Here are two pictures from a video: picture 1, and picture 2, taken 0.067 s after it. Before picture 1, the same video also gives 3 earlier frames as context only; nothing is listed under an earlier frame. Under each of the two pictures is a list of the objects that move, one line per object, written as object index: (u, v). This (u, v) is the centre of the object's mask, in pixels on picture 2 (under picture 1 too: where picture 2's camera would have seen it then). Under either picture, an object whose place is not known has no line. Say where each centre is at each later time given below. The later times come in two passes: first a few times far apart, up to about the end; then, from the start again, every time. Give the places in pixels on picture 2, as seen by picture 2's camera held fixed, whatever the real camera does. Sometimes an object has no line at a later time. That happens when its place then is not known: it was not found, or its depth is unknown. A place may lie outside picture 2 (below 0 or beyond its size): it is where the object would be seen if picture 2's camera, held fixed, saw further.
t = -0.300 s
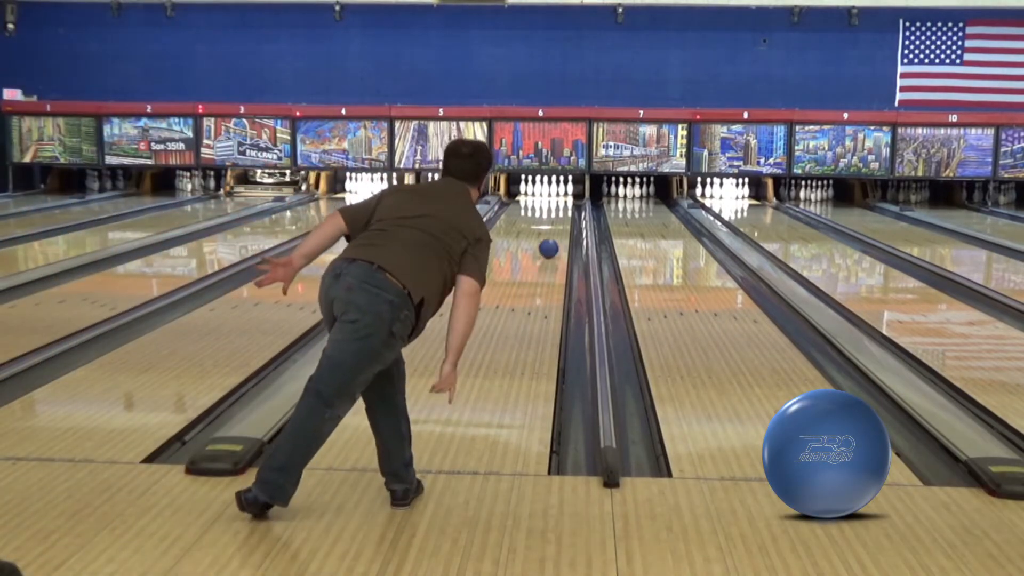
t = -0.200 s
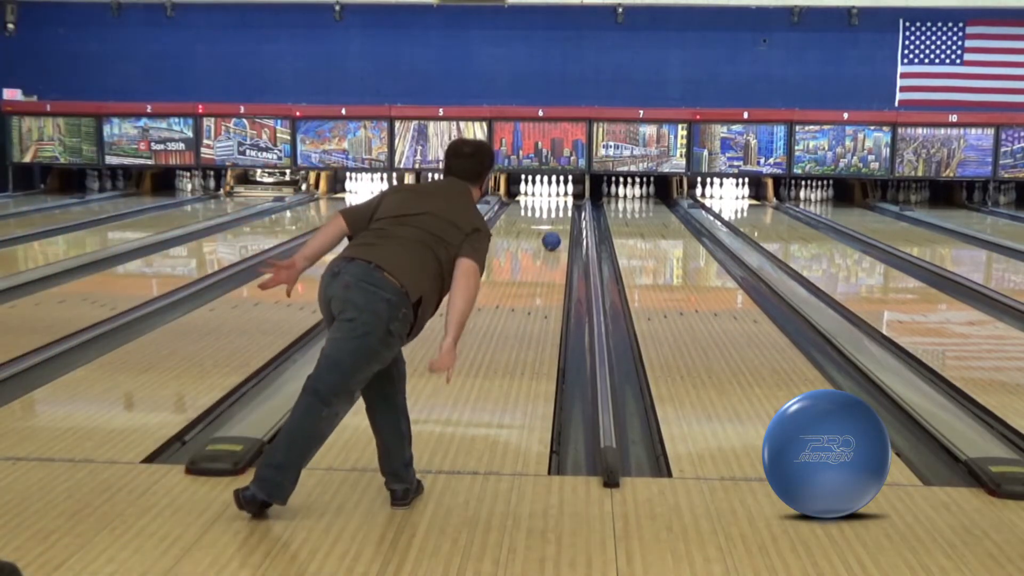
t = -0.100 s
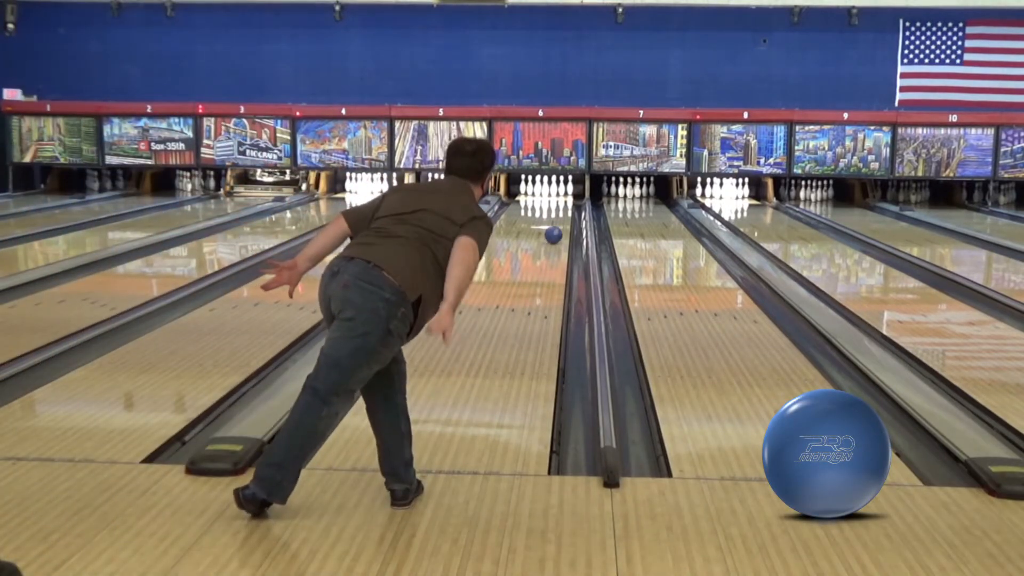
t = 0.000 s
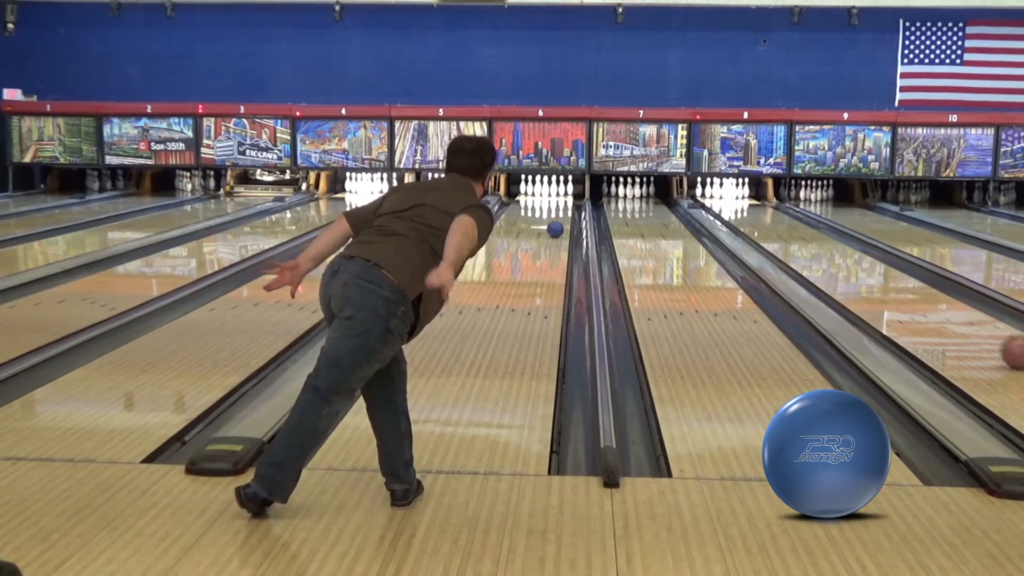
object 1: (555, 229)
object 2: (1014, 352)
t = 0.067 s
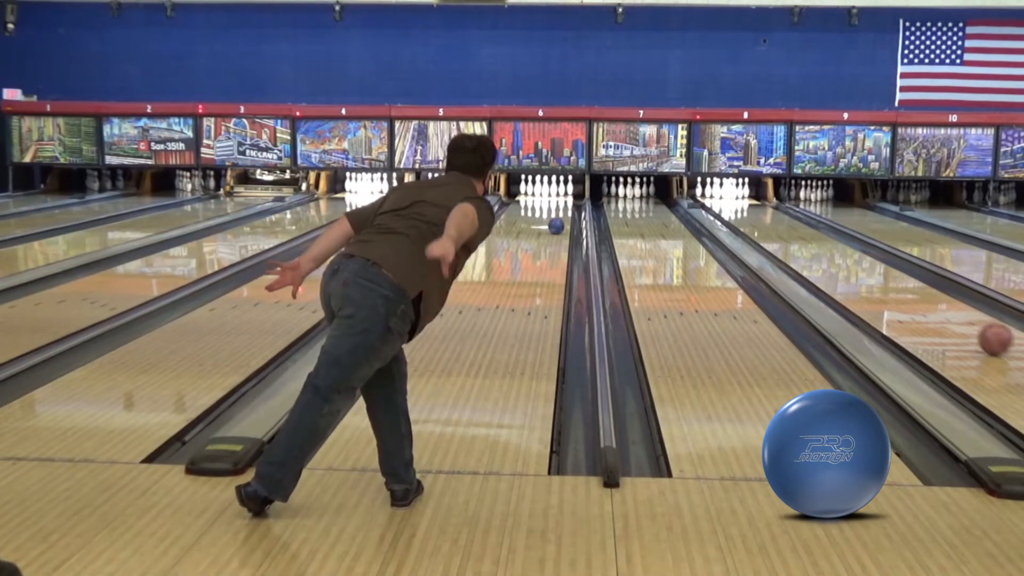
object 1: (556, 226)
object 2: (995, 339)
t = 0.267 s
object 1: (558, 217)
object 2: (937, 309)
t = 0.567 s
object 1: (557, 207)
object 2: (876, 276)
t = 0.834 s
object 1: (553, 199)
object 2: (838, 254)
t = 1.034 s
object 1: (548, 195)
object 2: (815, 242)
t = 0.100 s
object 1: (557, 225)
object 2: (984, 333)
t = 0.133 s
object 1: (557, 223)
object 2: (974, 328)
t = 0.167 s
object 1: (557, 221)
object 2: (964, 323)
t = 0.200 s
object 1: (558, 220)
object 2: (954, 318)
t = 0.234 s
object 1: (558, 218)
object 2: (945, 313)
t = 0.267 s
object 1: (558, 217)
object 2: (937, 309)
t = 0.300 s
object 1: (558, 216)
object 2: (929, 304)
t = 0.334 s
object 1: (558, 214)
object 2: (922, 300)
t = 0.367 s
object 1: (558, 213)
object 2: (914, 296)
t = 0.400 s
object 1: (558, 212)
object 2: (907, 292)
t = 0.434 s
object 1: (558, 211)
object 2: (900, 288)
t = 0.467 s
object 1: (558, 209)
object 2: (894, 285)
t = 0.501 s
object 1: (558, 208)
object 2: (888, 282)
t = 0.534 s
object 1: (557, 208)
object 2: (882, 279)
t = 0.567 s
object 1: (557, 207)
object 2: (876, 276)
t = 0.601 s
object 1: (557, 206)
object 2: (871, 272)
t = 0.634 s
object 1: (556, 205)
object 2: (865, 269)
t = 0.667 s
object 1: (556, 203)
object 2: (860, 267)
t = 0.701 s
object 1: (555, 203)
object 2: (856, 264)
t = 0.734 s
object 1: (555, 202)
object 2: (851, 261)
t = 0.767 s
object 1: (554, 201)
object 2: (846, 259)
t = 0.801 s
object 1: (554, 200)
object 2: (842, 257)
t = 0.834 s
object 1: (553, 199)
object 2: (838, 254)
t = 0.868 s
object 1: (553, 198)
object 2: (834, 252)
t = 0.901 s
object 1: (552, 198)
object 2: (830, 250)
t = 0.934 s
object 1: (551, 197)
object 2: (826, 248)
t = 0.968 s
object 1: (550, 196)
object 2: (822, 247)
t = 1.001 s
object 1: (549, 196)
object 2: (818, 244)
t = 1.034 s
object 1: (548, 195)
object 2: (815, 242)
